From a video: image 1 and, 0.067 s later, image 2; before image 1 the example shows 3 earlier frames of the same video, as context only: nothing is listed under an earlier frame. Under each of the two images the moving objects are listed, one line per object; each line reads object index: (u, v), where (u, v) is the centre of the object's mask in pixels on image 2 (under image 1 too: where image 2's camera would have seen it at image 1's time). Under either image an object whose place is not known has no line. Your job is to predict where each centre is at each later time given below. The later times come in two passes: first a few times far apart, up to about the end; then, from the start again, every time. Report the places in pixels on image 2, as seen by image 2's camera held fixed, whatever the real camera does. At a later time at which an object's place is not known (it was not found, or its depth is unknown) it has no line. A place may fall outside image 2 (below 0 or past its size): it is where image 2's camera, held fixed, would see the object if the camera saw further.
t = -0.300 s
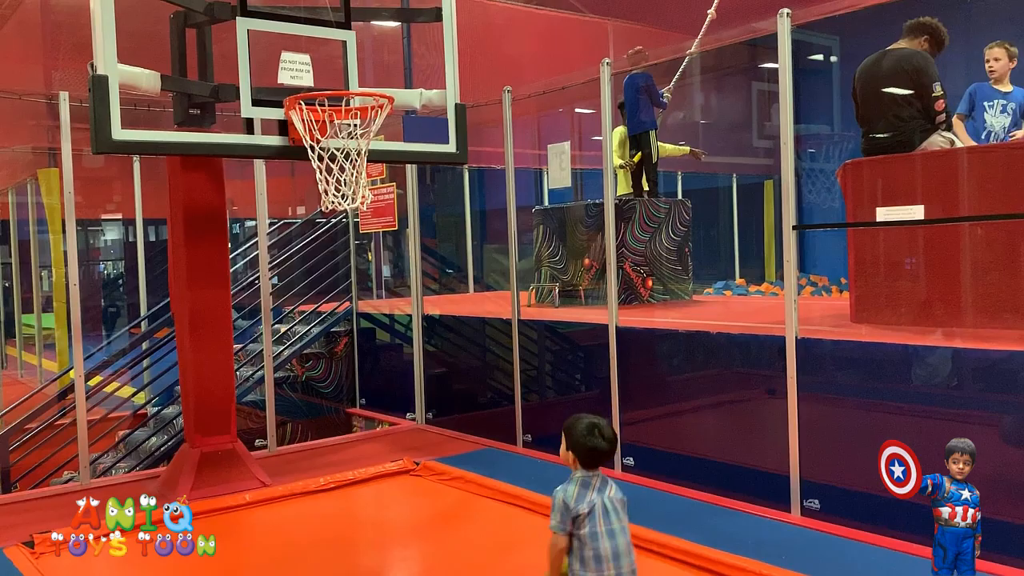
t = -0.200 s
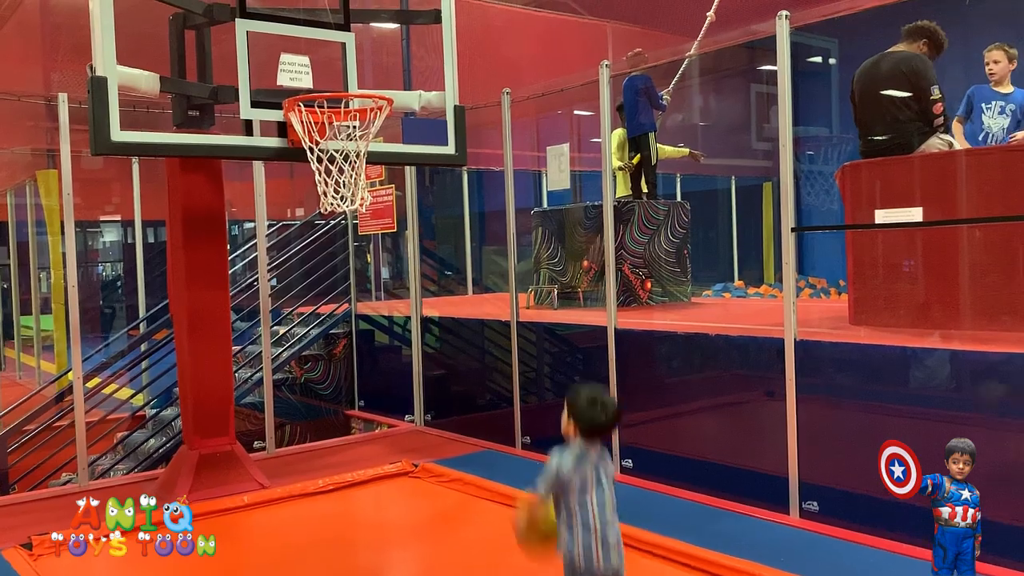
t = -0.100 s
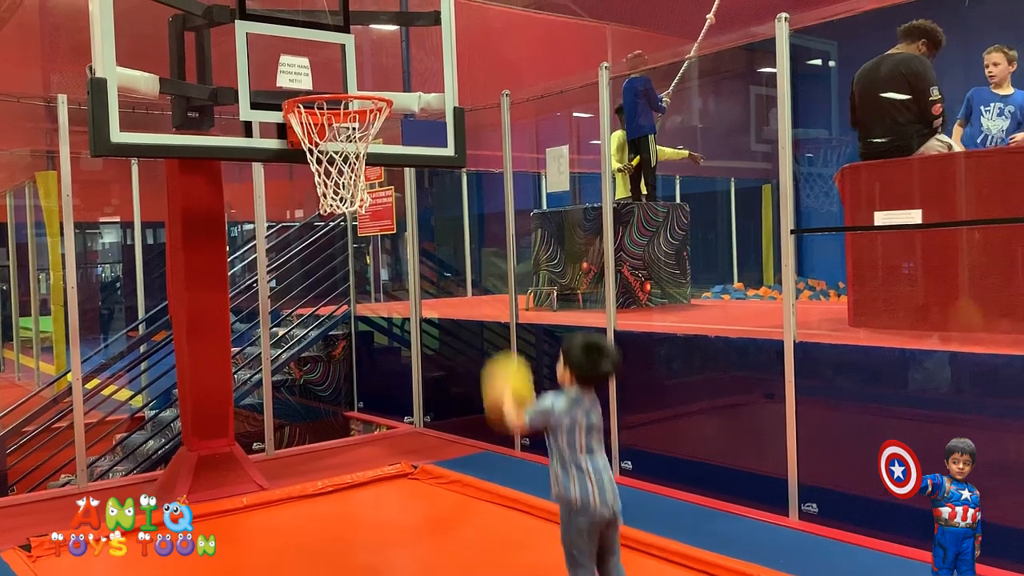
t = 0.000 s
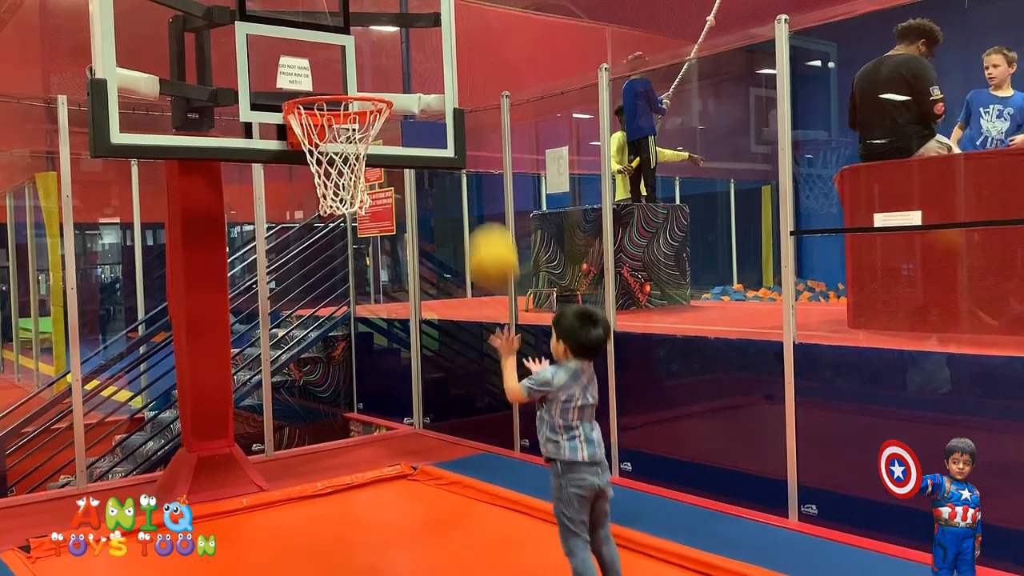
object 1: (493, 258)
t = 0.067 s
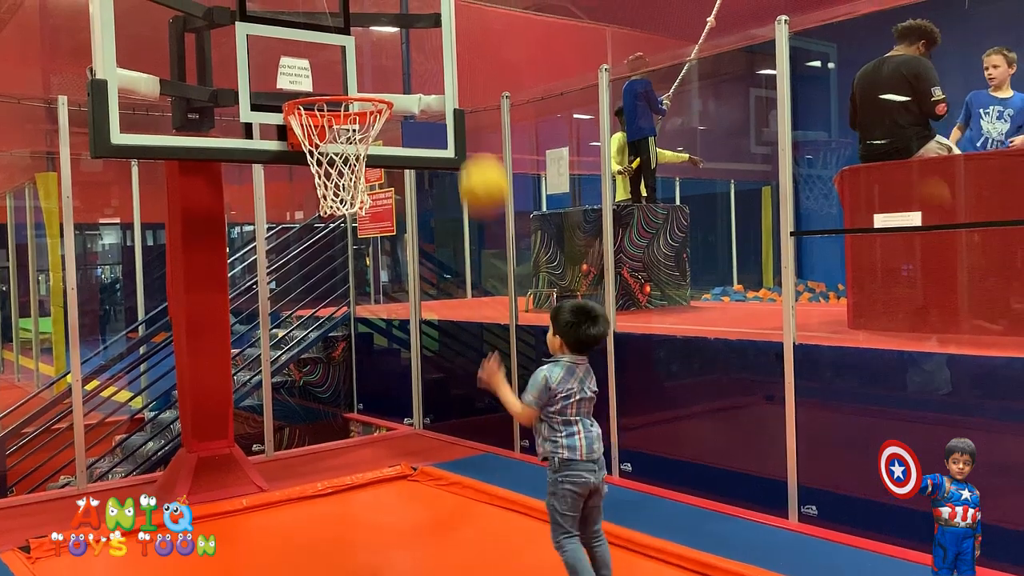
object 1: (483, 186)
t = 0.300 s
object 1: (459, 30)
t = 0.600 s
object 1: (437, 31)
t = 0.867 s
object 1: (428, 193)
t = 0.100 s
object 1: (480, 154)
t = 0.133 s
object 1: (476, 125)
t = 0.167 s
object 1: (473, 100)
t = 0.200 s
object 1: (470, 79)
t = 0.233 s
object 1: (466, 59)
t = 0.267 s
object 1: (462, 43)
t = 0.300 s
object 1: (459, 30)
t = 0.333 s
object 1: (456, 20)
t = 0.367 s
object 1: (453, 16)
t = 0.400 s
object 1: (450, 13)
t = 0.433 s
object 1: (448, 13)
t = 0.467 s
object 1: (446, 13)
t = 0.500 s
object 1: (443, 14)
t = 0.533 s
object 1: (441, 17)
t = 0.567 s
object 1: (439, 21)
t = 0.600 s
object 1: (437, 31)
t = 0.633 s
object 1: (435, 43)
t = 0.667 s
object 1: (433, 58)
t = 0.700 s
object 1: (431, 74)
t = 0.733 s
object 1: (430, 95)
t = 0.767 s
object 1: (430, 117)
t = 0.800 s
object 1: (428, 140)
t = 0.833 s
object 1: (429, 166)
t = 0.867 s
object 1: (428, 193)
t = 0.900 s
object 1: (427, 221)
